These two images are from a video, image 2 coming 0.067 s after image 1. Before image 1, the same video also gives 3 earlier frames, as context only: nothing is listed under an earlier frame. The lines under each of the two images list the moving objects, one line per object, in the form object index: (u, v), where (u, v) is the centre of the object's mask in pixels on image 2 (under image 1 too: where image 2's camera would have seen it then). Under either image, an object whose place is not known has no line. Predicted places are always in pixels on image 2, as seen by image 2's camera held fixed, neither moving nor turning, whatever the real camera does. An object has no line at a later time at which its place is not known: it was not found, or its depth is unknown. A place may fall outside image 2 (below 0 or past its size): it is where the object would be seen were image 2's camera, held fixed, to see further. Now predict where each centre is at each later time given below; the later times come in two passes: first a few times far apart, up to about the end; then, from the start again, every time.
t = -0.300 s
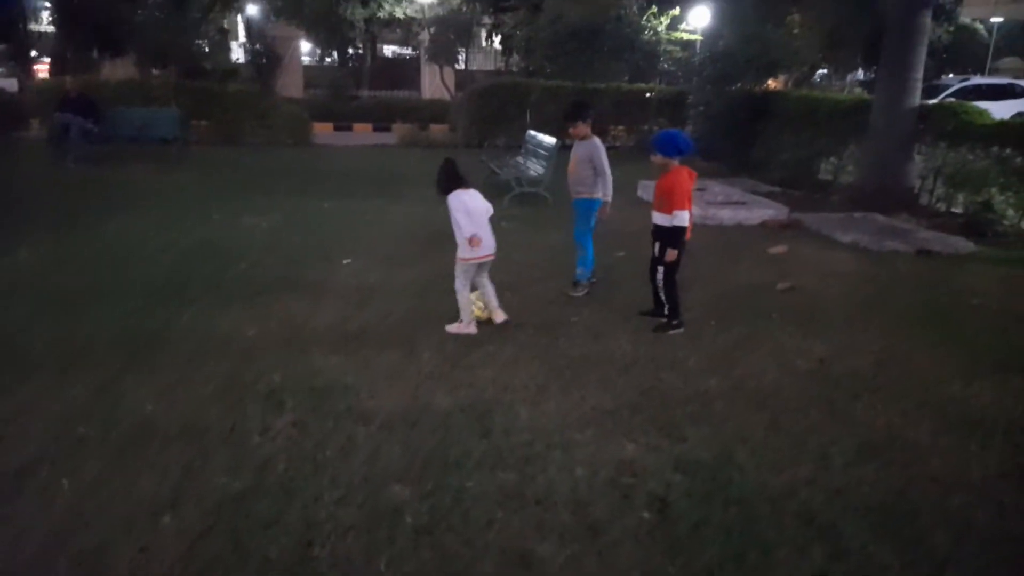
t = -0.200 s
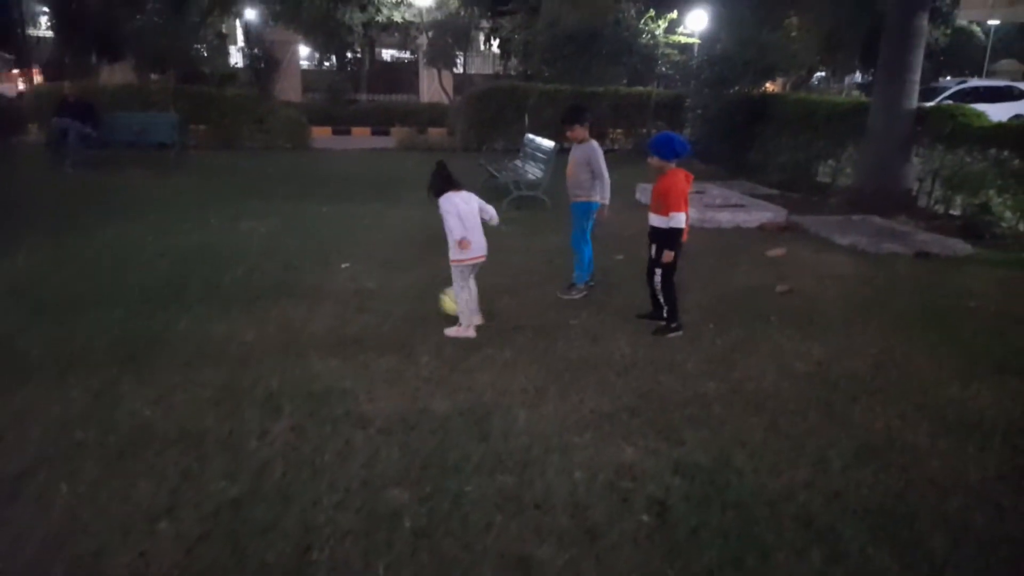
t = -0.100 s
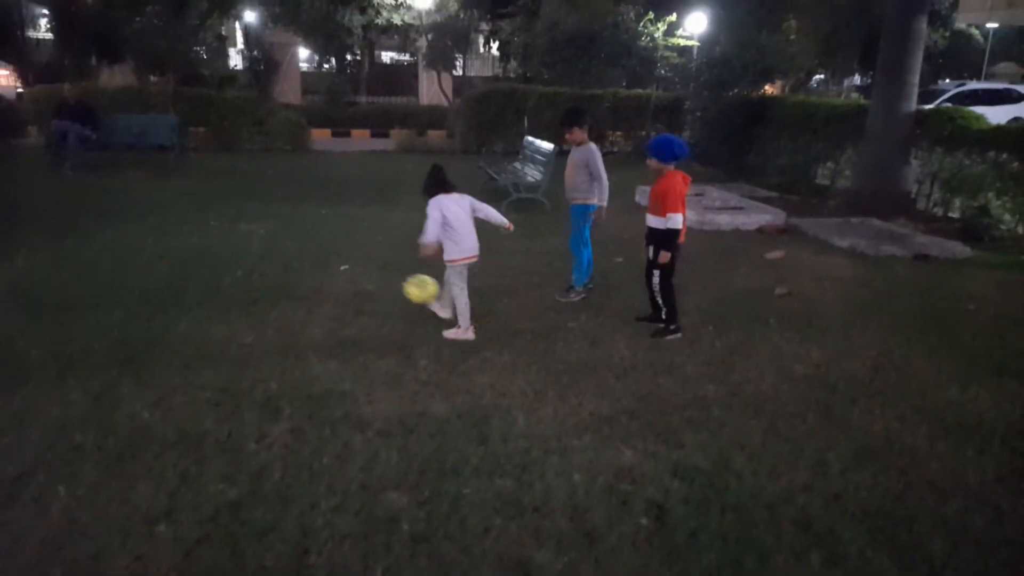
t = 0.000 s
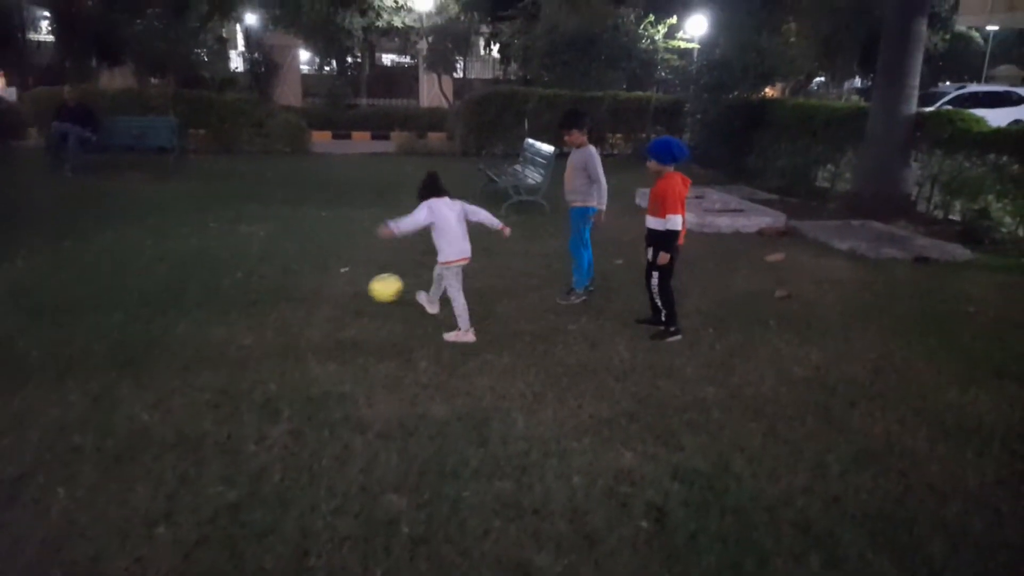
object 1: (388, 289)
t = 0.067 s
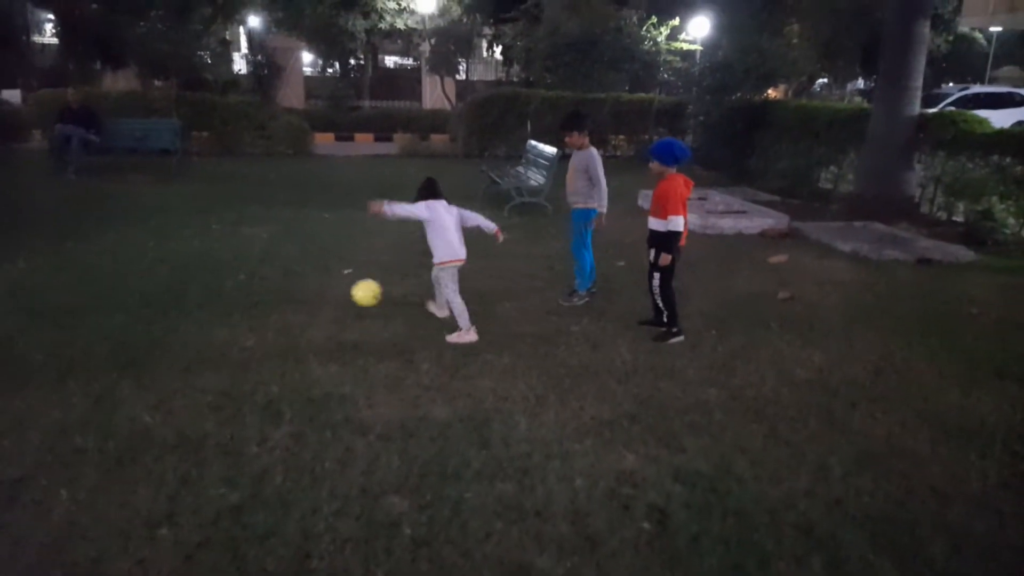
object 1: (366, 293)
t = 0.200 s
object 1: (340, 283)
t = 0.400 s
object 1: (304, 278)
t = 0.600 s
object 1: (273, 271)
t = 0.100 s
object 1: (360, 288)
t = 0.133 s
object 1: (353, 285)
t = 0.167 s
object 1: (347, 284)
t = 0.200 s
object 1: (340, 283)
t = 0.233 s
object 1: (334, 284)
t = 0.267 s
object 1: (327, 283)
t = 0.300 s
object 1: (321, 281)
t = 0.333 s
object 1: (315, 280)
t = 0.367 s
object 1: (309, 279)
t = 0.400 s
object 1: (304, 278)
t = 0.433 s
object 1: (299, 277)
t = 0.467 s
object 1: (293, 275)
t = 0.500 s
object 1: (288, 274)
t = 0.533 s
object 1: (283, 273)
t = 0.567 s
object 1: (278, 273)
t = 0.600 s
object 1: (273, 271)
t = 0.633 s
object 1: (269, 270)
